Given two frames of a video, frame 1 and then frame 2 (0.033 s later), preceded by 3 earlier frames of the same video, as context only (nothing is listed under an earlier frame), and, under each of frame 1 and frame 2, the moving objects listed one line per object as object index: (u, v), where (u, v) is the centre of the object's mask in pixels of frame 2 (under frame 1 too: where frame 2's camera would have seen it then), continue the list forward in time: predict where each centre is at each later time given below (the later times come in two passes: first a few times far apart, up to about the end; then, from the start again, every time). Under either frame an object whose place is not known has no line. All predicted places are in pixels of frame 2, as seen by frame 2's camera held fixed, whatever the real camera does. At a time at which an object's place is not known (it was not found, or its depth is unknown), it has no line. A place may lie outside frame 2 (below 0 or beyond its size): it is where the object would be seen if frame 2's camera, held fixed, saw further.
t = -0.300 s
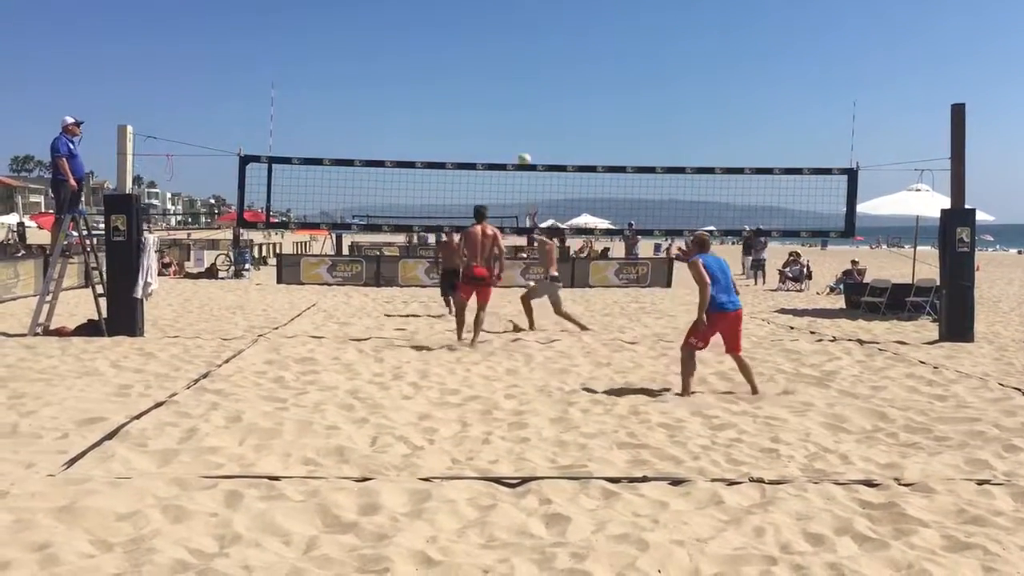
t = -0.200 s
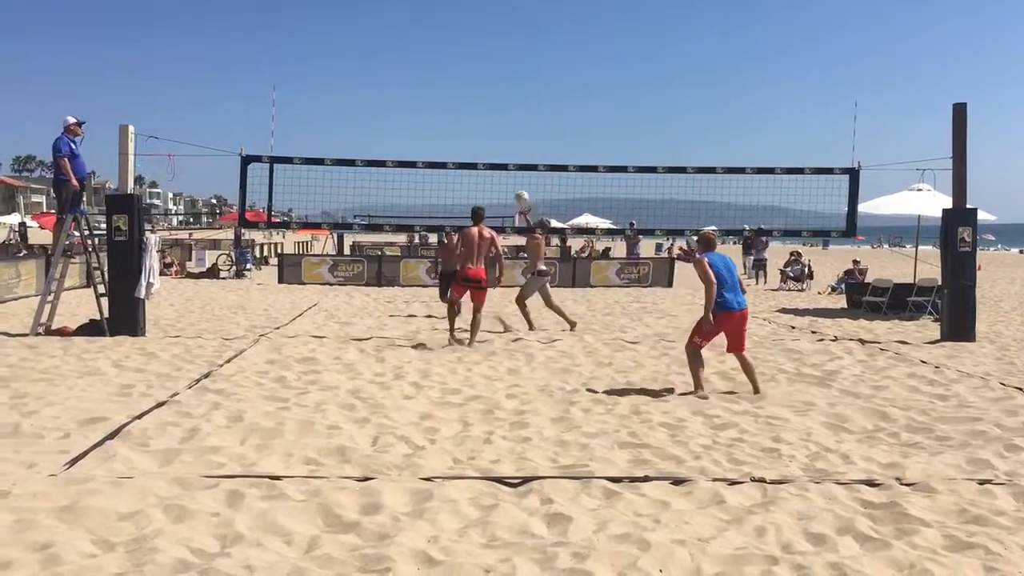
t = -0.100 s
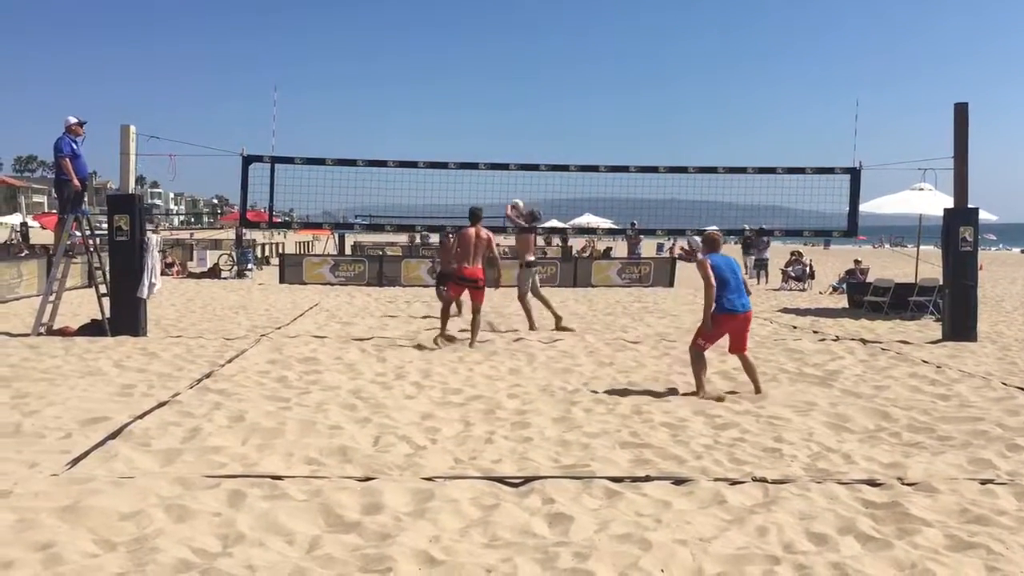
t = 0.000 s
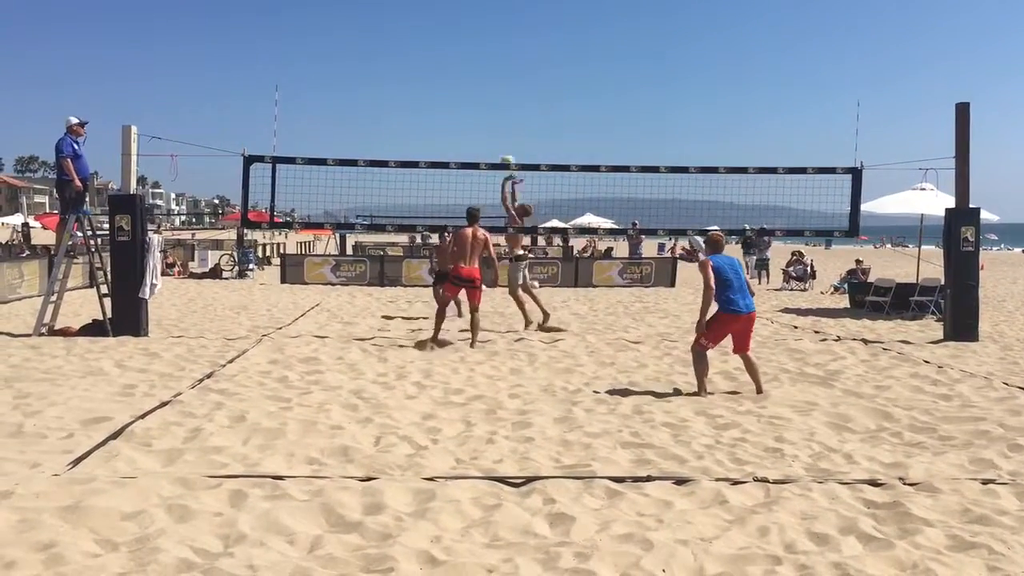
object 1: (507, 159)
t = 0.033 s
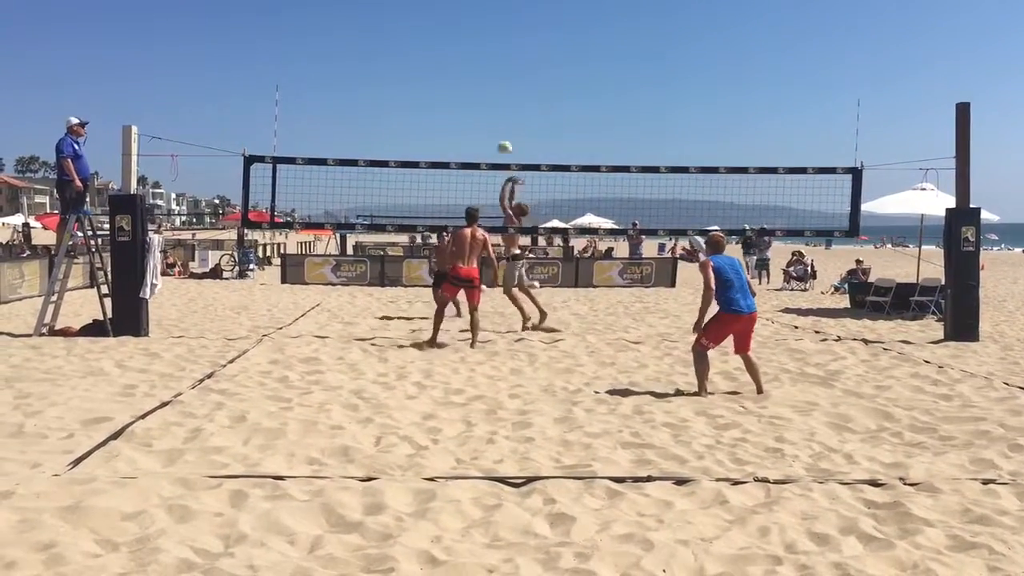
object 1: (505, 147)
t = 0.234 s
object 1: (486, 80)
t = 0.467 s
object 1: (462, 38)
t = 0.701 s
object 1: (436, 32)
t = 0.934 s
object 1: (408, 63)
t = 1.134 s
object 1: (383, 116)
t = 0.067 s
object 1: (501, 134)
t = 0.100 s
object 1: (498, 121)
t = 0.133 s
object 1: (495, 109)
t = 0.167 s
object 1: (492, 100)
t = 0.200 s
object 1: (489, 89)
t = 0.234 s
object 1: (486, 80)
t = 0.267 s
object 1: (482, 71)
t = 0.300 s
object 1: (479, 64)
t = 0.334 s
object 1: (475, 57)
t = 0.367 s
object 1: (471, 51)
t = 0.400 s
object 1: (468, 46)
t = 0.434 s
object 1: (465, 41)
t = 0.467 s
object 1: (462, 38)
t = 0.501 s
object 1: (458, 35)
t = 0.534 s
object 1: (454, 32)
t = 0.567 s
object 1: (450, 30)
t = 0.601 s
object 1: (447, 30)
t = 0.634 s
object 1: (443, 29)
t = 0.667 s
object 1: (439, 30)
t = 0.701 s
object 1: (436, 32)
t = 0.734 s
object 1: (432, 34)
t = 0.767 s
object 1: (428, 37)
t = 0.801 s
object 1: (425, 40)
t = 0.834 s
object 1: (421, 45)
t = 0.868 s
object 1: (416, 50)
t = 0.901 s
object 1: (412, 56)
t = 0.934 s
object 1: (408, 63)
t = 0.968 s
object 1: (404, 69)
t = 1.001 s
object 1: (400, 77)
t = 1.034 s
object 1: (396, 86)
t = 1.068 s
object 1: (391, 96)
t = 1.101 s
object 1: (387, 106)
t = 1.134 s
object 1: (383, 116)
